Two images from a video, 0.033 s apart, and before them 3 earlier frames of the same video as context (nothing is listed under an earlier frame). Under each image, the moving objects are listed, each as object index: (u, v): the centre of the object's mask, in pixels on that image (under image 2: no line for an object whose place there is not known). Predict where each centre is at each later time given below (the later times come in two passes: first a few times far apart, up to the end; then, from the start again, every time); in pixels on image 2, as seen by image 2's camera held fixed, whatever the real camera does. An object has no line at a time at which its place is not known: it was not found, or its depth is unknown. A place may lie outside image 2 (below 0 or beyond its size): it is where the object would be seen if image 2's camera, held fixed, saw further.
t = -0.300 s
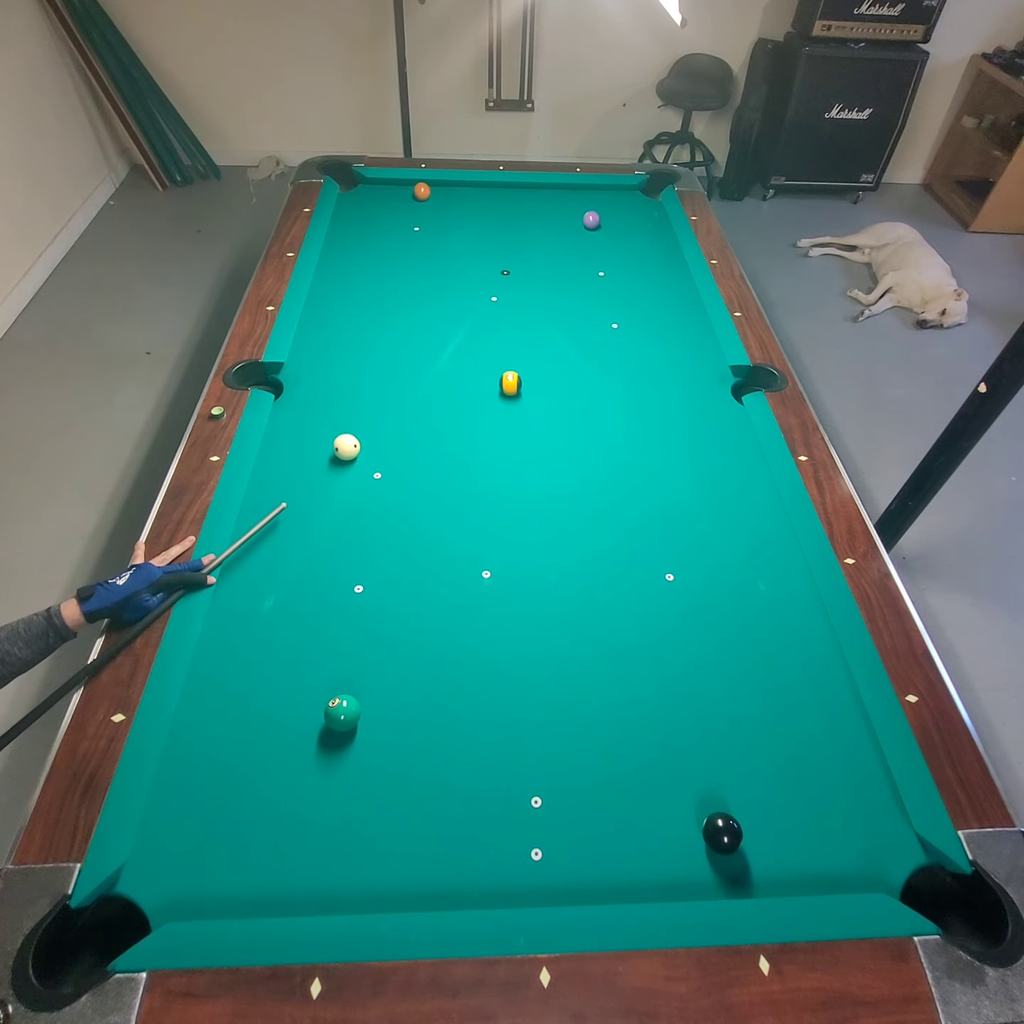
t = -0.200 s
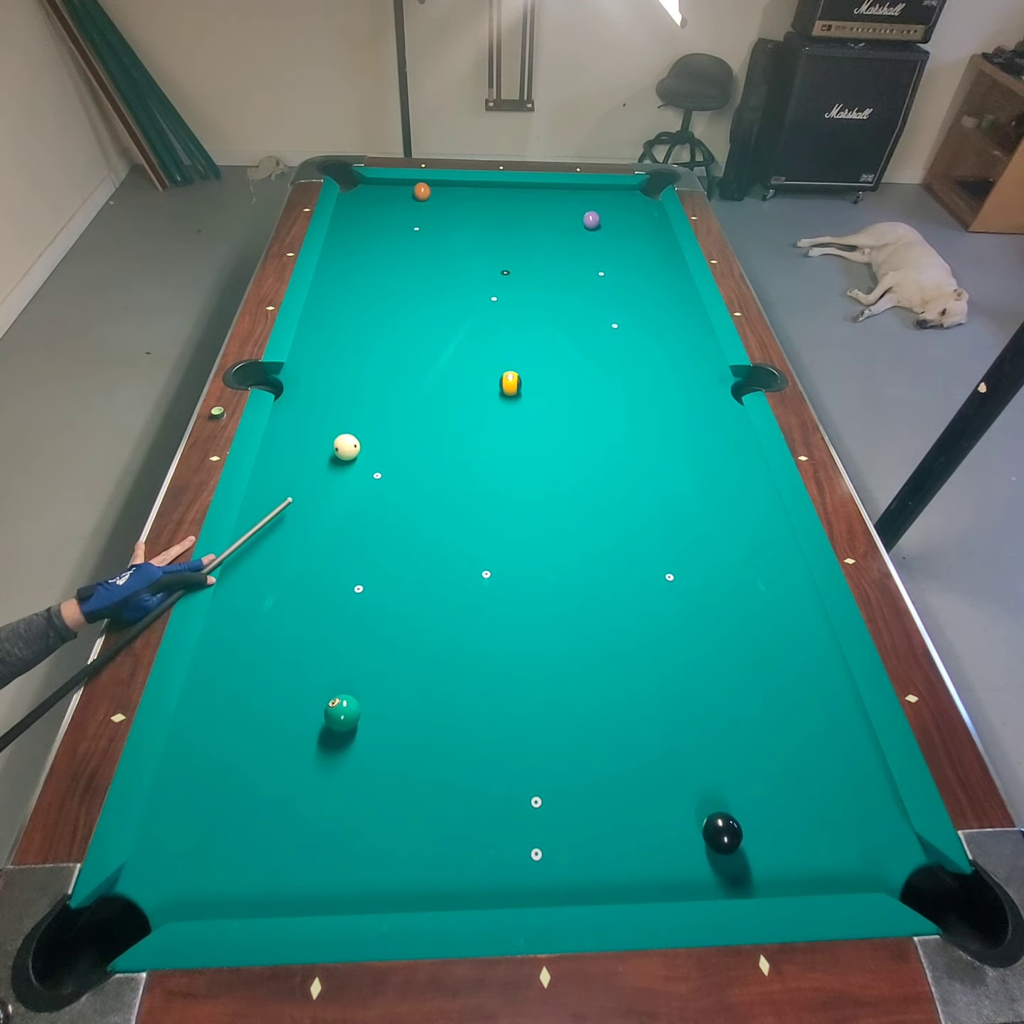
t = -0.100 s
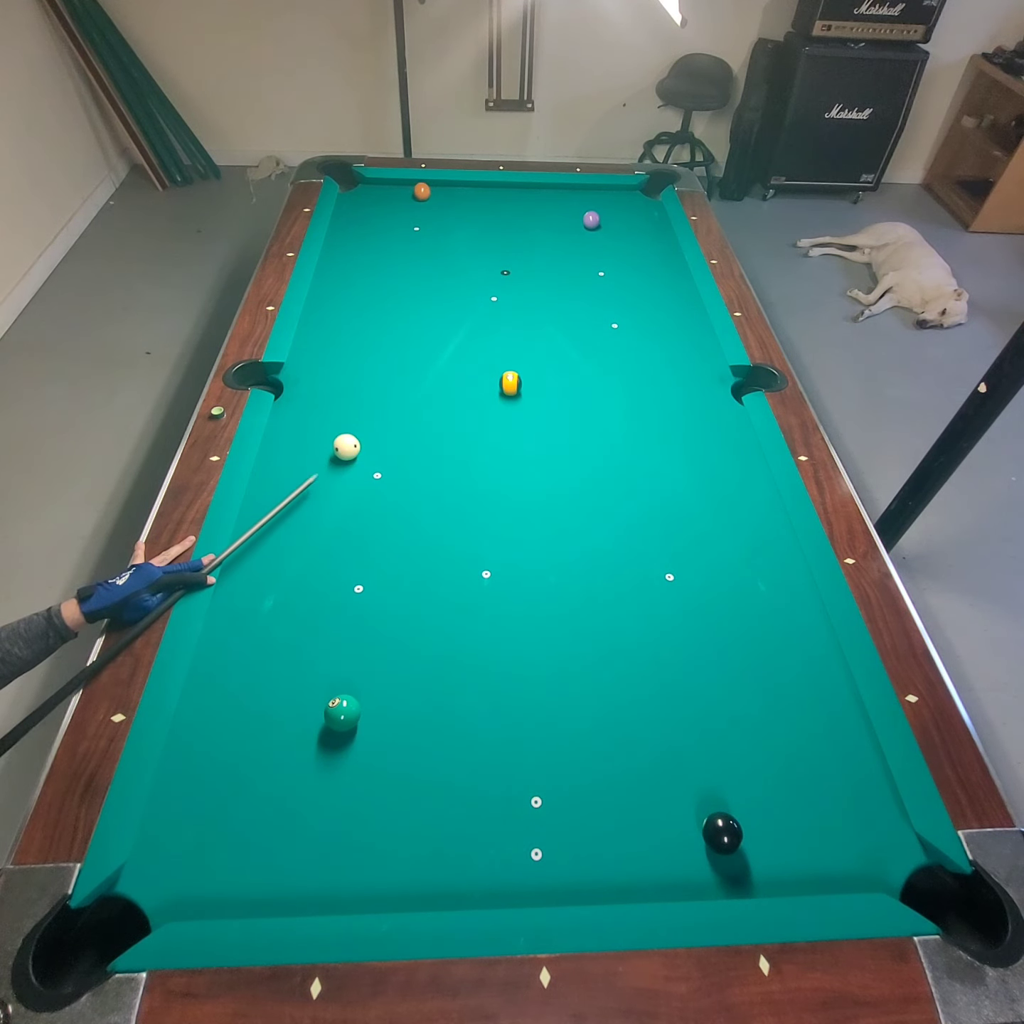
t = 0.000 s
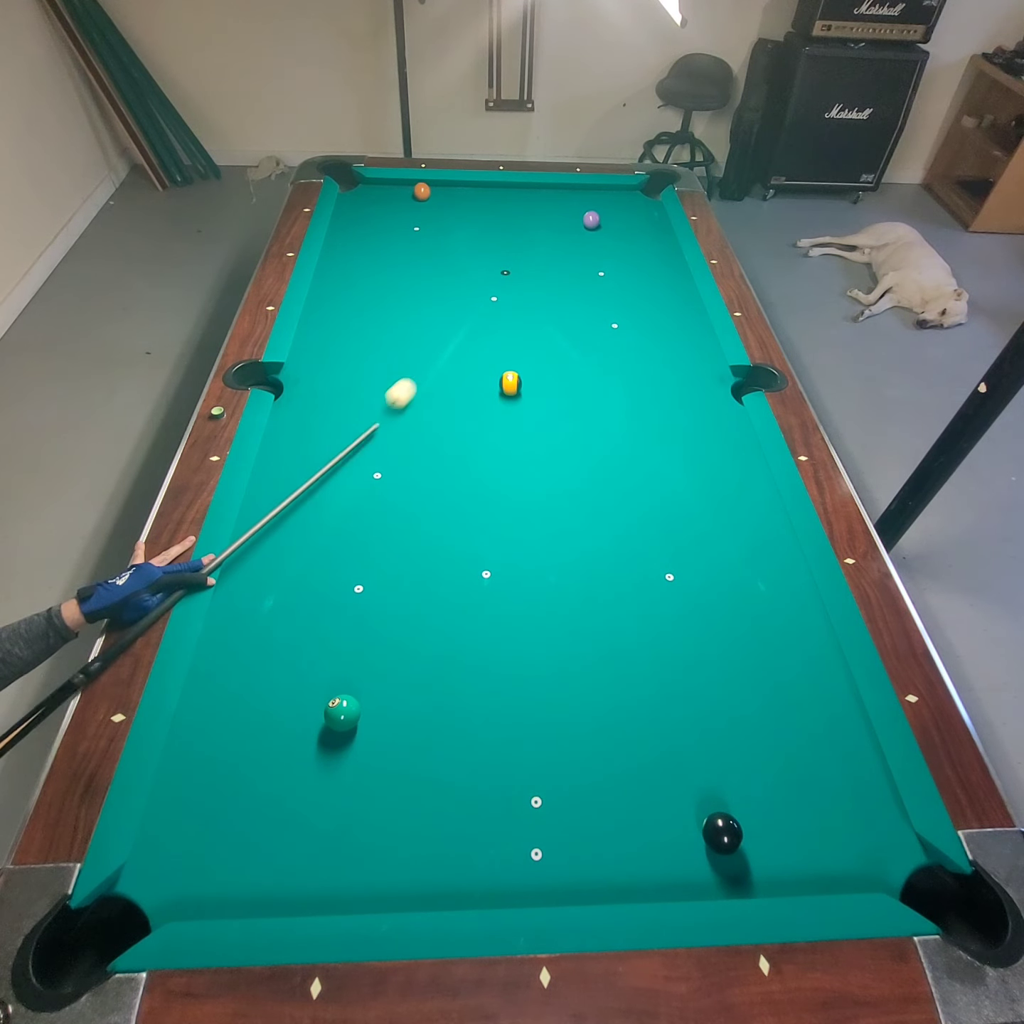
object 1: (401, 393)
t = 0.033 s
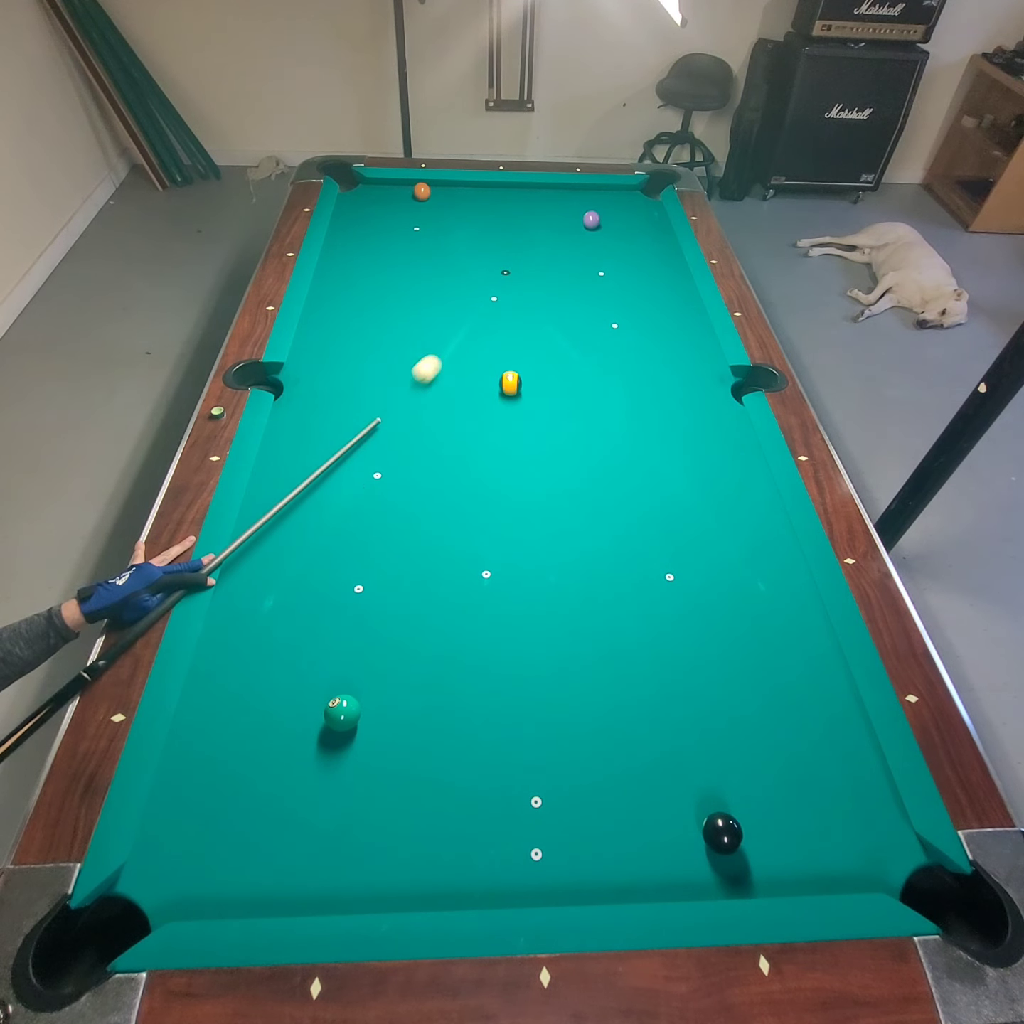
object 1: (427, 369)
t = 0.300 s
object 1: (565, 237)
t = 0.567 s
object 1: (555, 197)
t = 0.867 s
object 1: (572, 205)
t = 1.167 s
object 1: (598, 230)
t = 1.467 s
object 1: (626, 256)
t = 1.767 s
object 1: (655, 285)
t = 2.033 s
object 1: (683, 312)
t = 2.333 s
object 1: (703, 341)
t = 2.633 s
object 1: (702, 367)
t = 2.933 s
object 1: (700, 394)
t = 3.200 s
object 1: (698, 418)
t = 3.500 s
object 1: (696, 445)
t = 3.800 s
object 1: (694, 472)
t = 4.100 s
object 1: (692, 498)
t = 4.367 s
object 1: (690, 520)
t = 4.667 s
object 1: (687, 543)
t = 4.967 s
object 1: (684, 564)
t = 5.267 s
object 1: (683, 582)
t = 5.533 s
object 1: (681, 595)
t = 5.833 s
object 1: (680, 607)
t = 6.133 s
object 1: (678, 615)
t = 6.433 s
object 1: (677, 619)
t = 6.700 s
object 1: (677, 619)
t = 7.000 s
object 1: (677, 619)
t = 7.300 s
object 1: (677, 619)
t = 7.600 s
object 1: (677, 619)
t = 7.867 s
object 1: (677, 619)
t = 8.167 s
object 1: (677, 620)
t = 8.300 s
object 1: (677, 619)
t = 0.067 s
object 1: (450, 347)
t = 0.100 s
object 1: (471, 326)
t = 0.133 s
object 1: (490, 308)
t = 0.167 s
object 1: (508, 291)
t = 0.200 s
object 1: (524, 276)
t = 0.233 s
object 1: (539, 262)
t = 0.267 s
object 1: (552, 249)
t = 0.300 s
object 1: (565, 237)
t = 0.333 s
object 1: (576, 227)
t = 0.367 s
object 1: (575, 222)
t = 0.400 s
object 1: (570, 218)
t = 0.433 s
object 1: (566, 214)
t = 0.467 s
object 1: (562, 210)
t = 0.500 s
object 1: (559, 206)
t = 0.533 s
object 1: (557, 202)
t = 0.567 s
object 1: (555, 197)
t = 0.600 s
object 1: (554, 193)
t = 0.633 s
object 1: (553, 188)
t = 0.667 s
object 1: (554, 188)
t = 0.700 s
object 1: (558, 191)
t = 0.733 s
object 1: (560, 194)
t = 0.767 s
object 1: (563, 197)
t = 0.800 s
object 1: (566, 199)
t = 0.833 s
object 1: (569, 202)
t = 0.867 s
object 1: (572, 205)
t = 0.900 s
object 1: (575, 207)
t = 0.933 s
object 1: (578, 210)
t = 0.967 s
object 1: (580, 213)
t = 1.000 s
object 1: (583, 216)
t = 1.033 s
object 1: (586, 219)
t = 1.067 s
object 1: (589, 221)
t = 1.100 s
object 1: (592, 224)
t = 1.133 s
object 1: (595, 227)
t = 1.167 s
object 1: (598, 230)
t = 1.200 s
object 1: (601, 233)
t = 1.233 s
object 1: (604, 235)
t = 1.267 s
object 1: (607, 239)
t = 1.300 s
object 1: (610, 242)
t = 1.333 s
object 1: (613, 244)
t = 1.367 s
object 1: (617, 247)
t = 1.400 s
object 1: (620, 250)
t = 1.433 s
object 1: (623, 253)
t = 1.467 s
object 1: (626, 256)
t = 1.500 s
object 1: (629, 260)
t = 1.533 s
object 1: (632, 263)
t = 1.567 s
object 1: (636, 266)
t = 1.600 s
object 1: (639, 269)
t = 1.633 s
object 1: (642, 272)
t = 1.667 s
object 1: (645, 275)
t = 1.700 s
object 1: (649, 278)
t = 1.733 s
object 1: (652, 282)
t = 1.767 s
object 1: (655, 285)
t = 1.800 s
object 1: (659, 288)
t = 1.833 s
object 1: (662, 291)
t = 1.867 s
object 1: (665, 295)
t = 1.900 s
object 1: (669, 298)
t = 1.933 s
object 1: (672, 301)
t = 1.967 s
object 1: (676, 305)
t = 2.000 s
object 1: (679, 308)
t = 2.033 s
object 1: (683, 312)
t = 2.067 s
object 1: (686, 315)
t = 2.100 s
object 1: (690, 318)
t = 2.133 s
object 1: (693, 322)
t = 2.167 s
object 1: (697, 325)
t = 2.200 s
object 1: (701, 329)
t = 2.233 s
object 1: (704, 332)
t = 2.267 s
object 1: (703, 335)
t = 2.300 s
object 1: (703, 338)
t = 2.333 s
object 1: (703, 341)
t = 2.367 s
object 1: (703, 344)
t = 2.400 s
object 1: (703, 347)
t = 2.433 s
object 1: (702, 349)
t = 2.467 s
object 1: (702, 352)
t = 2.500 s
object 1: (702, 355)
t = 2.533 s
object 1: (702, 358)
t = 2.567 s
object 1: (702, 361)
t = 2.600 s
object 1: (702, 364)
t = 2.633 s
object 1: (702, 367)
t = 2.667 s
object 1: (701, 370)
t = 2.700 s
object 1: (701, 373)
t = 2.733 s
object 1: (701, 376)
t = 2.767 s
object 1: (701, 379)
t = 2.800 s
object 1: (701, 382)
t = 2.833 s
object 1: (700, 385)
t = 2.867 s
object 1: (700, 388)
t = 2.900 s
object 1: (700, 391)
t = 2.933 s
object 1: (700, 394)
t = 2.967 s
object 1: (700, 397)
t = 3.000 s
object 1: (699, 400)
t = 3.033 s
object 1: (699, 403)
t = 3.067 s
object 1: (699, 406)
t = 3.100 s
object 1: (699, 409)
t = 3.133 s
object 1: (699, 412)
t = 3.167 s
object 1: (698, 415)
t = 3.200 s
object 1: (698, 418)
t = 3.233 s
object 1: (698, 421)
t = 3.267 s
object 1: (698, 424)
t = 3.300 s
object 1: (697, 427)
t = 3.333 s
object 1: (697, 430)
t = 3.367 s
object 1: (697, 433)
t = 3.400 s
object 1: (697, 436)
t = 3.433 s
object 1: (696, 439)
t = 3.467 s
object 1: (696, 442)
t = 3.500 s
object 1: (696, 445)
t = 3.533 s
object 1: (696, 448)
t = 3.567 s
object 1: (696, 451)
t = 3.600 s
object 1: (696, 454)
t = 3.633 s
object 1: (695, 457)
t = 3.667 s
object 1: (695, 460)
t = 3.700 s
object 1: (695, 463)
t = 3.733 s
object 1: (695, 466)
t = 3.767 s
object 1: (694, 469)
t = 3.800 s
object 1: (694, 472)
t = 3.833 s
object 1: (694, 475)
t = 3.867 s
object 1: (694, 478)
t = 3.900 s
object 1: (694, 481)
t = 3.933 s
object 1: (693, 484)
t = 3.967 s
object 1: (693, 487)
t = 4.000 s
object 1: (693, 489)
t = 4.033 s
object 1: (693, 492)
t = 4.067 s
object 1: (692, 495)
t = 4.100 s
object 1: (692, 498)
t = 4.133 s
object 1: (692, 501)
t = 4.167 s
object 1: (692, 504)
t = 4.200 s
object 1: (691, 507)
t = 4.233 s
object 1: (691, 509)
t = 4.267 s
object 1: (691, 512)
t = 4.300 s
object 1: (691, 515)
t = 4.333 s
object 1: (690, 518)
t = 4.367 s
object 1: (690, 520)
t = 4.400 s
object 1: (690, 523)
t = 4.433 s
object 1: (690, 526)
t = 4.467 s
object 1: (689, 528)
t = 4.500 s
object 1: (689, 531)
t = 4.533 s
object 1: (689, 533)
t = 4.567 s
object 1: (688, 536)
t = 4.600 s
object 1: (688, 538)
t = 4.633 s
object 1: (688, 541)
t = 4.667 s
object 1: (687, 543)
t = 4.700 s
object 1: (687, 546)
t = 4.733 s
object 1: (687, 548)
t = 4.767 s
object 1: (686, 550)
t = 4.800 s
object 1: (686, 553)
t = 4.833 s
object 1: (686, 555)
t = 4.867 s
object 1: (685, 557)
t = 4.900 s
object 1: (685, 559)
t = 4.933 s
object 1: (685, 562)
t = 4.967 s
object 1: (684, 564)
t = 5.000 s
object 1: (684, 566)
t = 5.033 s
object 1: (684, 568)
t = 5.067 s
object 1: (684, 570)
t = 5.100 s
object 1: (684, 572)
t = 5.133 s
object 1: (683, 574)
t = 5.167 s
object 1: (683, 576)
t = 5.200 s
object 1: (683, 578)
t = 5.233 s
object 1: (682, 580)
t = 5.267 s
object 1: (683, 582)
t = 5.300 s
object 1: (682, 584)
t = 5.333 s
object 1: (682, 586)
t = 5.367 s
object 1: (682, 587)
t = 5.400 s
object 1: (682, 589)
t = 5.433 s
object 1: (682, 591)
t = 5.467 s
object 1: (682, 592)
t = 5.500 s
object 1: (682, 594)
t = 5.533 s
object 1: (681, 595)
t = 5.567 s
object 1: (681, 597)
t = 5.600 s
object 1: (681, 598)
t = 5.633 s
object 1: (681, 600)
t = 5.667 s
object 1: (681, 601)
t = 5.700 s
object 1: (680, 602)
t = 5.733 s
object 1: (680, 604)
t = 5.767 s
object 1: (680, 605)
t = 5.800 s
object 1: (680, 606)
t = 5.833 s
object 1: (680, 607)
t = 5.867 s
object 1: (679, 608)
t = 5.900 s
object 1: (679, 609)
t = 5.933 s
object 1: (679, 610)
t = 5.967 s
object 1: (679, 611)
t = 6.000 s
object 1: (679, 612)
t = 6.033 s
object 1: (678, 612)
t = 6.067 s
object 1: (678, 613)
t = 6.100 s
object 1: (678, 614)
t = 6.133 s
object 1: (678, 615)
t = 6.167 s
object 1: (678, 615)
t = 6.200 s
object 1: (678, 616)
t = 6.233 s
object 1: (678, 616)
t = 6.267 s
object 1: (677, 617)
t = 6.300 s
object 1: (677, 617)
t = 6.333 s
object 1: (677, 618)
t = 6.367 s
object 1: (677, 618)
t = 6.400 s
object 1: (677, 618)
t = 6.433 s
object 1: (677, 619)
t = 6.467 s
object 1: (677, 619)
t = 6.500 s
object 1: (677, 619)
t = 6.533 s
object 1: (677, 619)
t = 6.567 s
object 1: (677, 619)
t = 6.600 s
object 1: (677, 619)
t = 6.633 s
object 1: (677, 619)
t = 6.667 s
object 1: (677, 619)
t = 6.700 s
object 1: (677, 619)
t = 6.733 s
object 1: (677, 619)
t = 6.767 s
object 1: (677, 619)
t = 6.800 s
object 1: (677, 619)
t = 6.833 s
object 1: (677, 619)
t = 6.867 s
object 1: (677, 619)
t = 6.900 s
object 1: (677, 619)
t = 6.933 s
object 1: (677, 619)
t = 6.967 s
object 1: (677, 619)
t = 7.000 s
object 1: (677, 619)
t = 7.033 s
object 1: (677, 619)
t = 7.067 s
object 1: (677, 619)
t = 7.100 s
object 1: (677, 619)
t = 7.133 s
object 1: (677, 619)
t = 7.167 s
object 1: (677, 619)
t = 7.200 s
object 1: (677, 619)
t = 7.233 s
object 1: (677, 619)
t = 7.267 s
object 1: (677, 619)
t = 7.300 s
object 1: (677, 619)
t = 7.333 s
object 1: (677, 619)
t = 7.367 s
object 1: (677, 619)
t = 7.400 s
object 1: (677, 619)
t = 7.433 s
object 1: (677, 619)
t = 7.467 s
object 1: (677, 619)
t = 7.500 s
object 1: (677, 619)
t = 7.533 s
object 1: (677, 619)
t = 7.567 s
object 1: (677, 619)
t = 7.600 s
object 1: (677, 619)
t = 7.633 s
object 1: (677, 619)
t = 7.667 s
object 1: (677, 619)
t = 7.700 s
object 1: (677, 619)
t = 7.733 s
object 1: (677, 619)
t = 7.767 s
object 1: (677, 619)
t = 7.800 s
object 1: (677, 619)
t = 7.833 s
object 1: (677, 619)
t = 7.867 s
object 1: (677, 619)
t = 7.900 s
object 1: (677, 619)
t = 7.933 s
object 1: (677, 619)
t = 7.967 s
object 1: (677, 619)
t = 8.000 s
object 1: (677, 619)
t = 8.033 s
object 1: (677, 619)
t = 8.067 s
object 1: (677, 619)
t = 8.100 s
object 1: (677, 619)
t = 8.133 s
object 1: (677, 620)
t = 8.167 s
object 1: (677, 620)
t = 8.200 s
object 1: (677, 620)
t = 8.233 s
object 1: (677, 619)
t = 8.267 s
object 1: (677, 619)
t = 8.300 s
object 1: (677, 619)
